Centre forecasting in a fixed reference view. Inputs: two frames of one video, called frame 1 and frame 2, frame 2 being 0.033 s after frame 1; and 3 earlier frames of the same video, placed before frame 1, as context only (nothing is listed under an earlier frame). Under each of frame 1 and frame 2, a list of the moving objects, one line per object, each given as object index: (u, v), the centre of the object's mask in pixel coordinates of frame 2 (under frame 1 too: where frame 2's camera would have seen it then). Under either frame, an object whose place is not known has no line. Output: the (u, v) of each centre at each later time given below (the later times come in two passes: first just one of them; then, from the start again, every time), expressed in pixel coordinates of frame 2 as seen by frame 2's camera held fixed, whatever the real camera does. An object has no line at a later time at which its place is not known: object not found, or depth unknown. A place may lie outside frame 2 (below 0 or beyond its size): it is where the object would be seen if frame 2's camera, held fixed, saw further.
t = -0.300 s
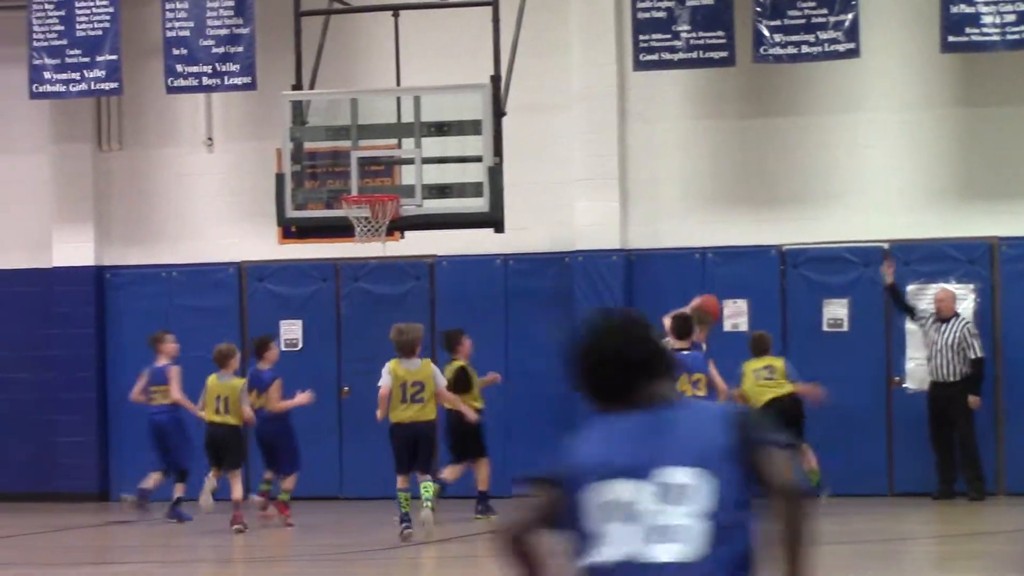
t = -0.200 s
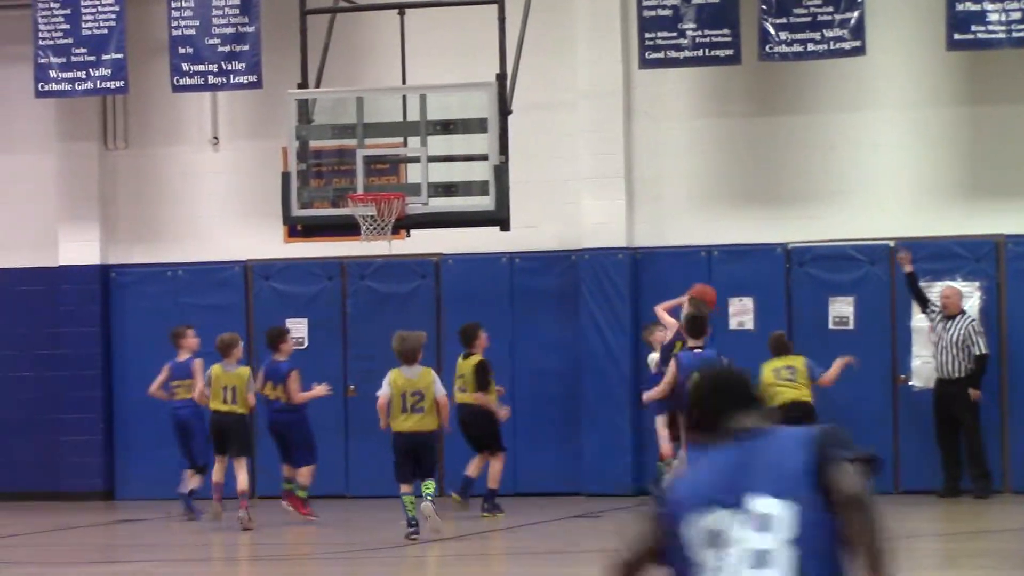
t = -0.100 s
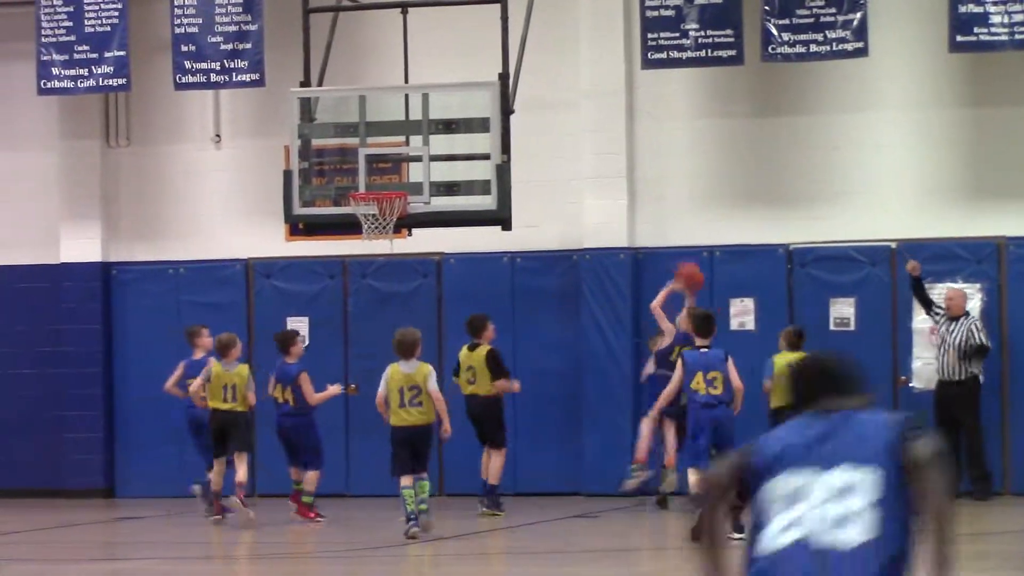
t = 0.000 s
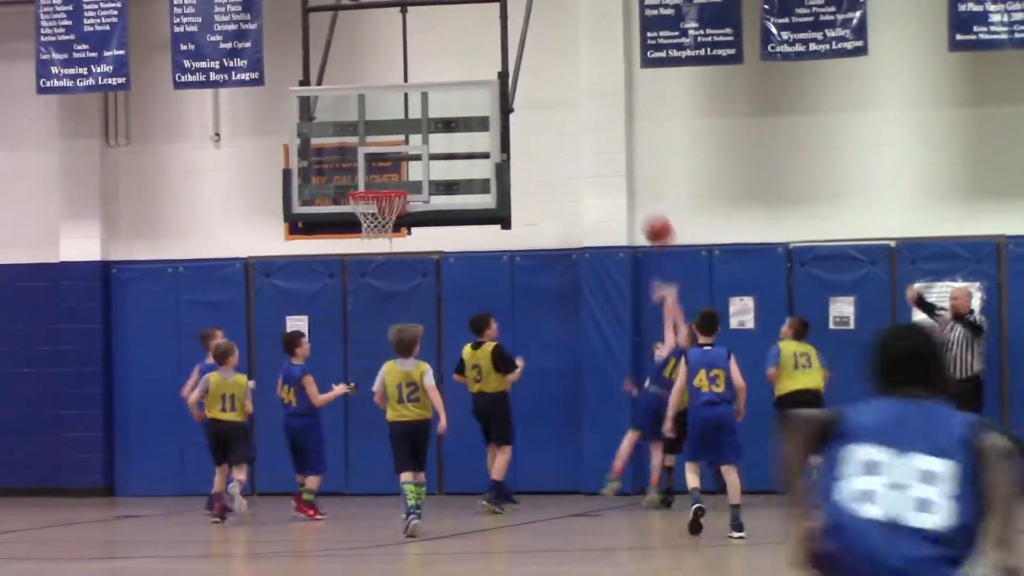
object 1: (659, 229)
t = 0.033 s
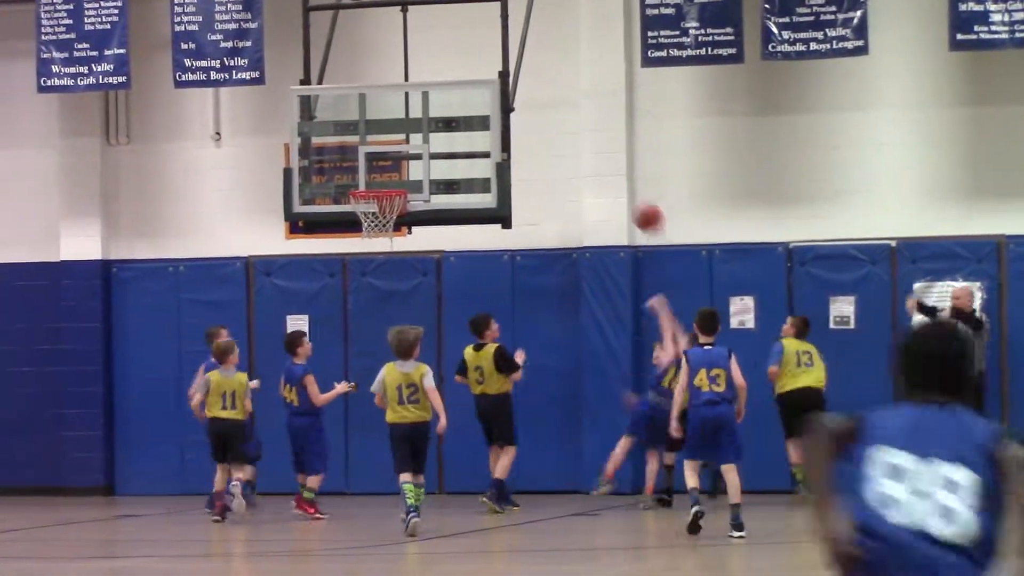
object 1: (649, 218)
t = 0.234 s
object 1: (584, 168)
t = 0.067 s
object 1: (637, 205)
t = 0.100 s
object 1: (627, 195)
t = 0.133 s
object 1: (616, 186)
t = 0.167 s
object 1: (606, 179)
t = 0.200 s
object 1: (595, 173)
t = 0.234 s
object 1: (584, 168)
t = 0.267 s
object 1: (573, 165)
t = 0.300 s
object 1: (563, 163)
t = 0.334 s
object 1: (553, 162)
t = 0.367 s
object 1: (543, 163)
